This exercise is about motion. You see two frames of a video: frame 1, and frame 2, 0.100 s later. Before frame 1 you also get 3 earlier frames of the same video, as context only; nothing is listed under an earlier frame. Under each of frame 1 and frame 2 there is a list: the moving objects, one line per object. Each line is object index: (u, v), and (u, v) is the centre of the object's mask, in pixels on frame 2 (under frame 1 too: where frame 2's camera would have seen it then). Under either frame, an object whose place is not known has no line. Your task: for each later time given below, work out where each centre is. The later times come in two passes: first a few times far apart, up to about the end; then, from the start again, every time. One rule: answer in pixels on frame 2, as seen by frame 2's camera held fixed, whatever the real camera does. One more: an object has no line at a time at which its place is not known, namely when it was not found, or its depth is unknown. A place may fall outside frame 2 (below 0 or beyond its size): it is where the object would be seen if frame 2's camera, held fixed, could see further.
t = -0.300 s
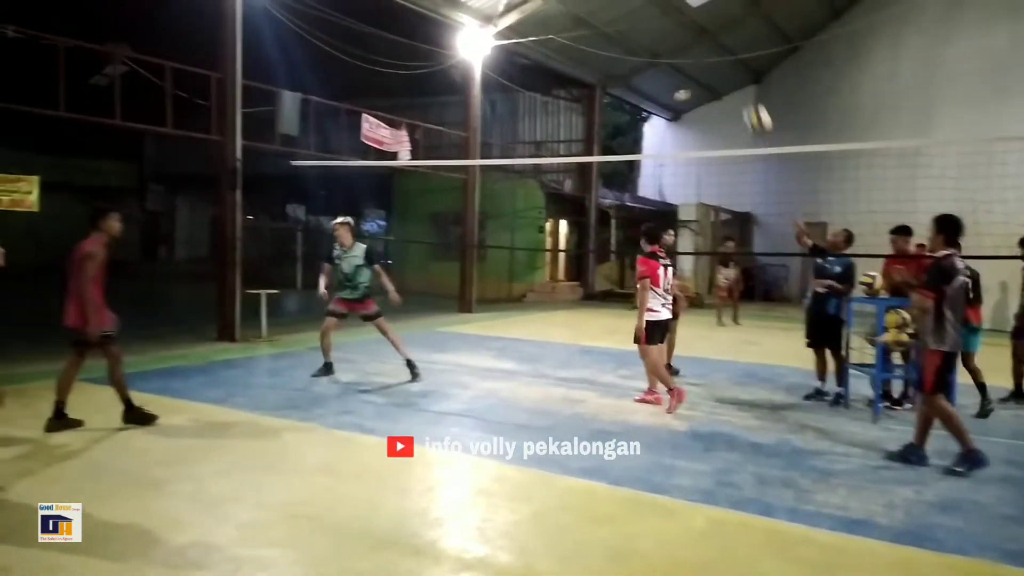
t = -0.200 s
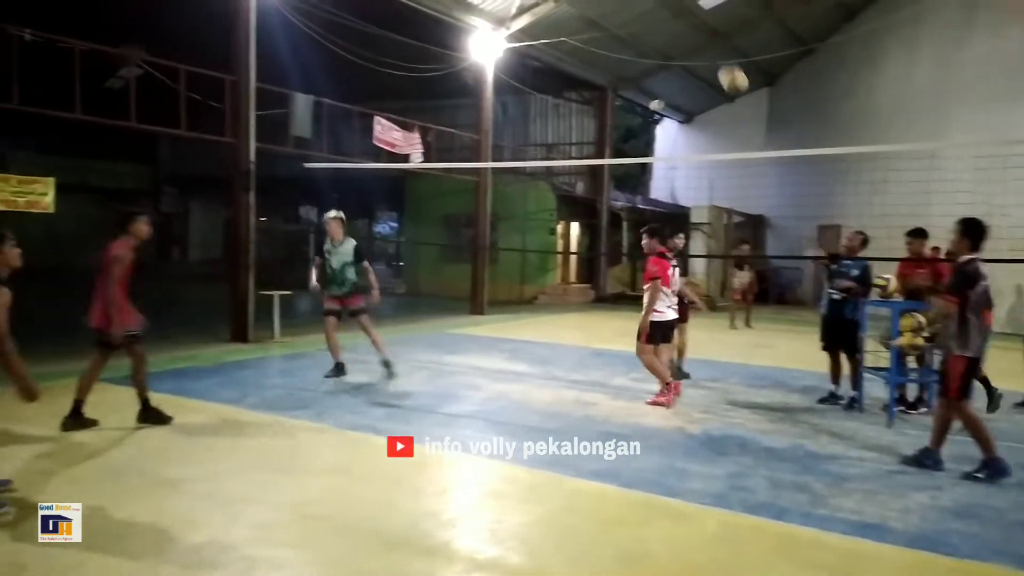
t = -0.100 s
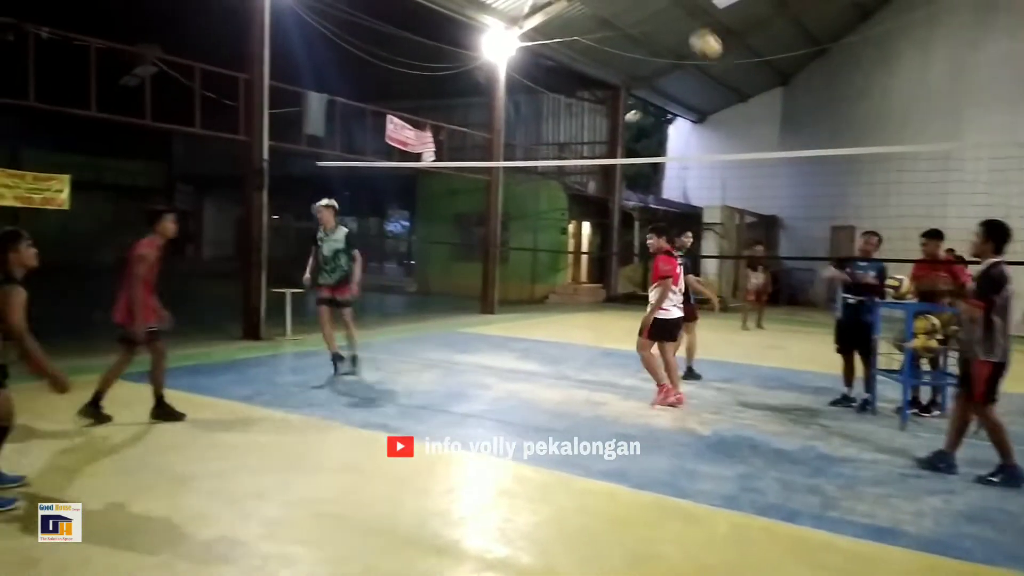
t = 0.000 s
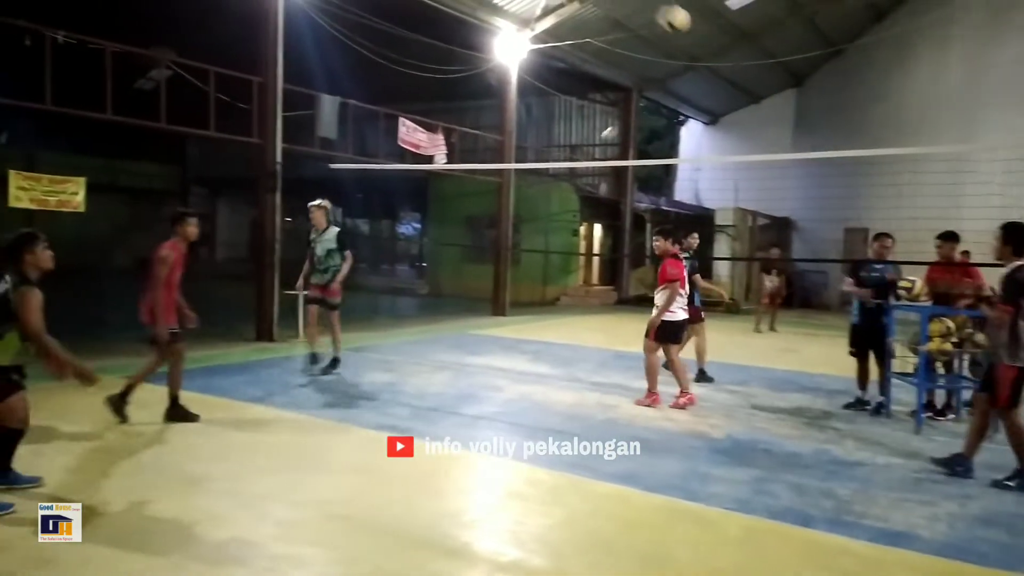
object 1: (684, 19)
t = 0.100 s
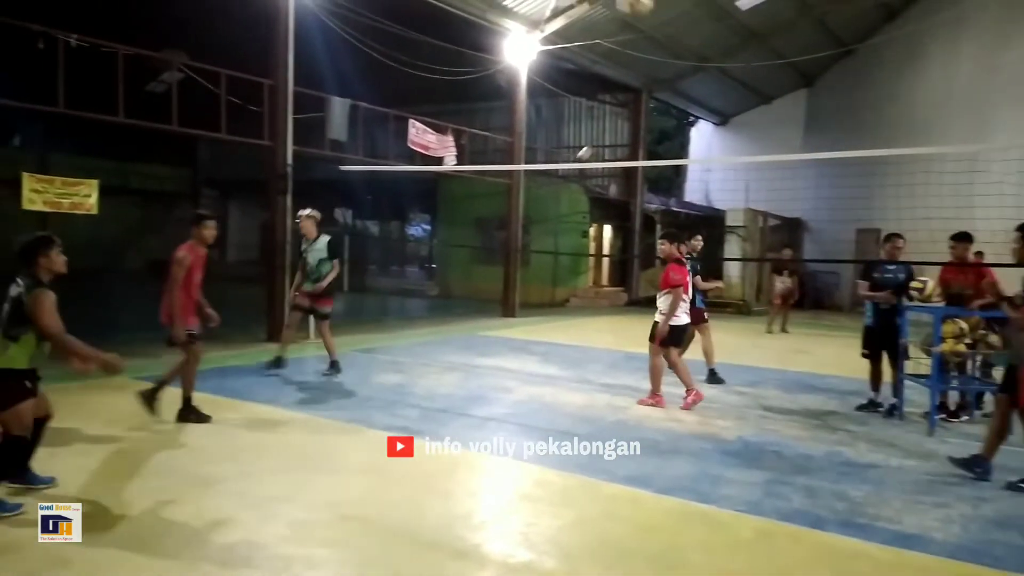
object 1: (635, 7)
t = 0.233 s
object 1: (567, 4)
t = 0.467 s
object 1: (422, 48)
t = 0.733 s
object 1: (222, 222)
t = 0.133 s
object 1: (619, 4)
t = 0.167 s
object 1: (608, 4)
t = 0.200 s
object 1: (588, 4)
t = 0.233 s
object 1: (567, 4)
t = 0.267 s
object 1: (550, 5)
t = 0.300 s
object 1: (532, 8)
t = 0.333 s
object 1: (505, 10)
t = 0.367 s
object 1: (487, 15)
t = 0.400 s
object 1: (465, 25)
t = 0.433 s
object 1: (444, 36)
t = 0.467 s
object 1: (422, 48)
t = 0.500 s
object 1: (400, 62)
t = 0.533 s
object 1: (377, 79)
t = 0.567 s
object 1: (356, 96)
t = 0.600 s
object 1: (328, 119)
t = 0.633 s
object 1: (303, 141)
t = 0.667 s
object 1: (275, 167)
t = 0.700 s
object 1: (250, 192)
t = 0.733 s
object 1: (222, 222)
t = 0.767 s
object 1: (196, 254)
